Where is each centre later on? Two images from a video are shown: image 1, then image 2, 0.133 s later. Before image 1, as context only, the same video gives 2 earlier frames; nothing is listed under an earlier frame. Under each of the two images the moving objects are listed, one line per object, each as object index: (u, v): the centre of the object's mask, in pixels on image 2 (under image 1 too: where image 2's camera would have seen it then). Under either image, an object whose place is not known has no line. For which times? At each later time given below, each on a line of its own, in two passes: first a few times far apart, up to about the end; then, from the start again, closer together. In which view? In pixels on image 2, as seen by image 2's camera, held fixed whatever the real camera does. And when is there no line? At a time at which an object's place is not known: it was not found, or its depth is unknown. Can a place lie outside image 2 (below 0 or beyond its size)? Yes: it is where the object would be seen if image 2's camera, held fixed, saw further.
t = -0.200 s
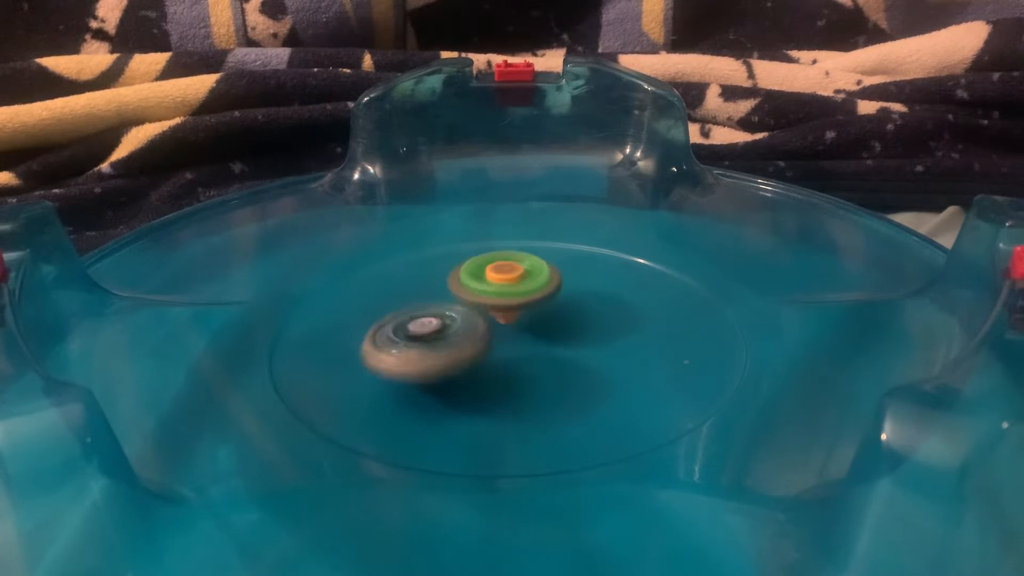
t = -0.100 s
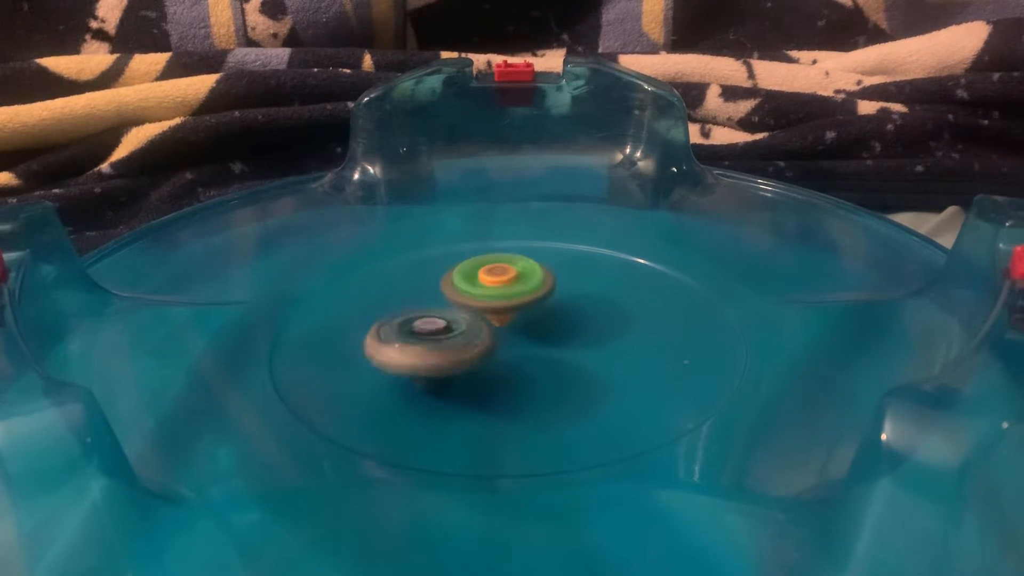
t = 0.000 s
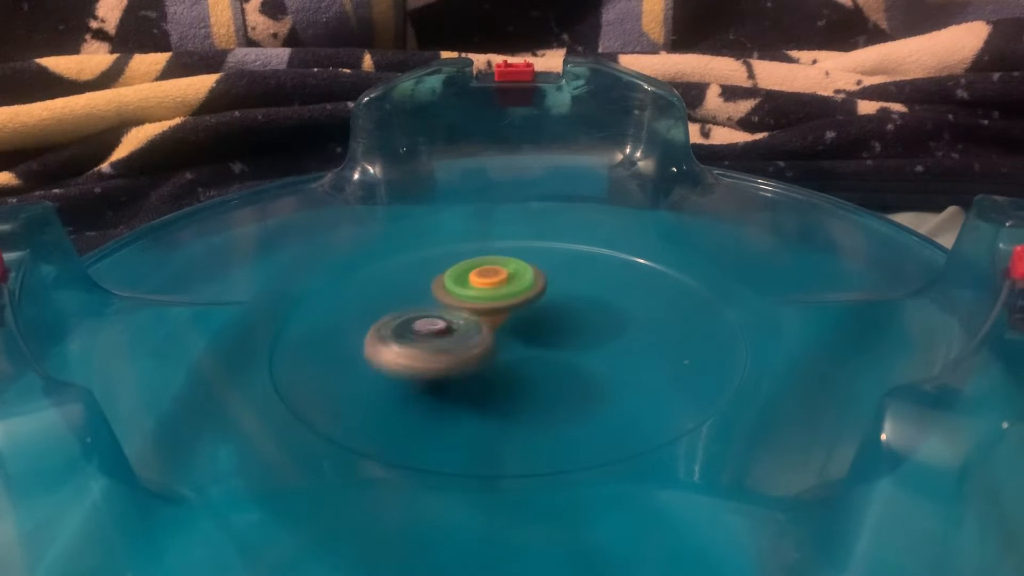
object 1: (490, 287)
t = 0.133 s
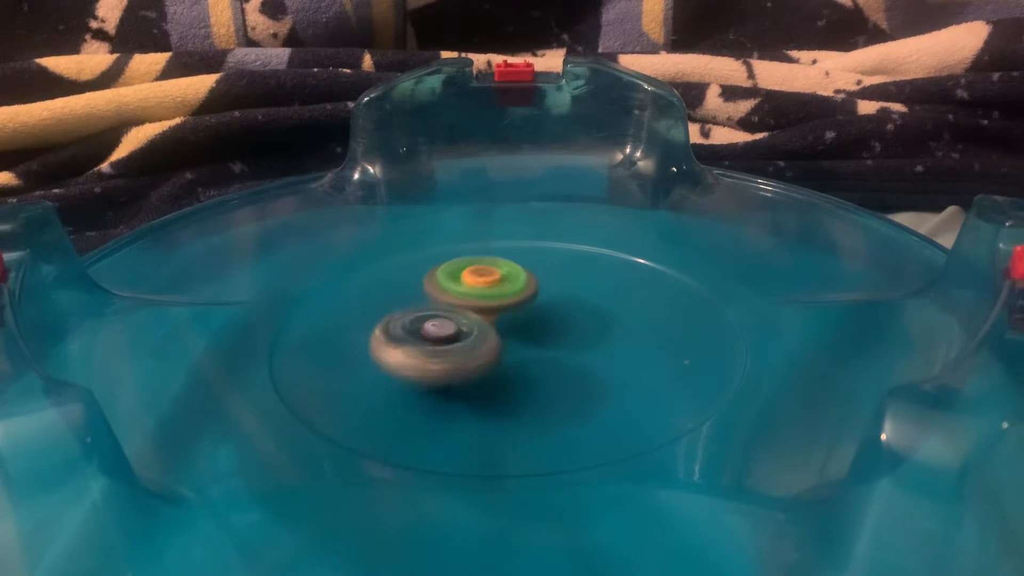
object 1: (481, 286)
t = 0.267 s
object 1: (474, 282)
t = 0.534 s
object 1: (461, 280)
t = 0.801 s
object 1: (452, 283)
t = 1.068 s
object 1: (454, 278)
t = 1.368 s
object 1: (454, 287)
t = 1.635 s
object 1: (449, 291)
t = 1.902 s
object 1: (445, 290)
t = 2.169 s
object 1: (440, 288)
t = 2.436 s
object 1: (432, 290)
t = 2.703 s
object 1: (420, 287)
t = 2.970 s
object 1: (415, 295)
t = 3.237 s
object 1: (398, 300)
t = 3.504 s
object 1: (390, 303)
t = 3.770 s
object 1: (385, 305)
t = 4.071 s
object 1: (388, 295)
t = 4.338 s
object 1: (401, 304)
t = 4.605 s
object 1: (404, 323)
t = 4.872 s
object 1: (394, 323)
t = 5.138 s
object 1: (408, 315)
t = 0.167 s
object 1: (481, 284)
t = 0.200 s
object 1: (478, 282)
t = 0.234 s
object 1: (477, 283)
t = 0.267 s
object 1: (474, 282)
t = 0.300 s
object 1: (472, 282)
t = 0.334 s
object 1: (470, 282)
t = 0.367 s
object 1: (468, 281)
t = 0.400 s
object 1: (466, 282)
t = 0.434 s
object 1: (463, 282)
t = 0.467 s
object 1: (461, 281)
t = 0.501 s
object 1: (461, 282)
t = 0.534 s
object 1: (461, 280)
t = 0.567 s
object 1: (458, 280)
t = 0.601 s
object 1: (457, 280)
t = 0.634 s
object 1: (456, 281)
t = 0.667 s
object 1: (454, 282)
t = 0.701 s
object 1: (453, 283)
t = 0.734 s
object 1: (454, 282)
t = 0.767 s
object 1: (453, 283)
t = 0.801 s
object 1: (452, 283)
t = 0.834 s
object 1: (453, 282)
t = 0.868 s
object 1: (452, 282)
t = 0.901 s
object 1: (451, 283)
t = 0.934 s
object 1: (454, 281)
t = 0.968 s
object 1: (454, 279)
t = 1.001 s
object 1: (454, 279)
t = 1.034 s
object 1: (454, 278)
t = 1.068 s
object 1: (454, 278)
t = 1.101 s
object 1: (454, 278)
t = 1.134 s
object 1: (455, 279)
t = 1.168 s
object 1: (455, 280)
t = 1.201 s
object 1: (455, 280)
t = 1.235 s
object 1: (454, 282)
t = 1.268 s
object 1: (454, 283)
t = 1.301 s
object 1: (455, 285)
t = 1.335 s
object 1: (455, 284)
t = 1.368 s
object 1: (454, 287)
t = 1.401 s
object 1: (453, 289)
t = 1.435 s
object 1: (453, 291)
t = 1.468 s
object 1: (452, 293)
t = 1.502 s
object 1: (452, 291)
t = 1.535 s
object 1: (451, 291)
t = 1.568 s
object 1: (450, 292)
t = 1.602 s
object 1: (448, 293)
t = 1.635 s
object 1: (449, 291)
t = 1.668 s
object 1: (449, 290)
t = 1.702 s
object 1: (446, 289)
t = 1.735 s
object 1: (445, 289)
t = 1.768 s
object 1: (444, 289)
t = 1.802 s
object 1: (444, 288)
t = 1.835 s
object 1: (443, 290)
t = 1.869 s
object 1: (443, 290)
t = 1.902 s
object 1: (445, 290)
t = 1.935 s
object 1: (444, 290)
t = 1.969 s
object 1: (443, 291)
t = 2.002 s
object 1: (444, 291)
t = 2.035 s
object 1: (443, 291)
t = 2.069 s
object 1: (443, 292)
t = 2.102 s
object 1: (443, 294)
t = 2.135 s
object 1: (442, 292)
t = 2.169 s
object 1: (440, 288)
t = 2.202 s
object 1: (439, 287)
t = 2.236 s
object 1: (437, 288)
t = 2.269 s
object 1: (436, 288)
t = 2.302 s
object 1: (437, 288)
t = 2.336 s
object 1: (435, 289)
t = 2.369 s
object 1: (433, 289)
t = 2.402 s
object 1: (434, 290)
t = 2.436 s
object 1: (432, 290)
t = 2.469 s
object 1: (431, 290)
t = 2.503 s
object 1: (430, 290)
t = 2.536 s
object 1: (427, 288)
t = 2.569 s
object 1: (426, 286)
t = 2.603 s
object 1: (425, 286)
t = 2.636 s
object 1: (422, 287)
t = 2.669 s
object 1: (420, 286)
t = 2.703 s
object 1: (420, 287)
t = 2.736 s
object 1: (419, 288)
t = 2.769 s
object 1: (418, 288)
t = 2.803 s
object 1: (418, 289)
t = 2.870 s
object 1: (417, 291)
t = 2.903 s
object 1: (416, 292)
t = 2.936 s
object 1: (416, 293)
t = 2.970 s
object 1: (415, 295)
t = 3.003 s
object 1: (413, 296)
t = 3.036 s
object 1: (413, 299)
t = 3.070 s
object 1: (412, 301)
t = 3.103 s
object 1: (407, 299)
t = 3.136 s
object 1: (405, 299)
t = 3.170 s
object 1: (402, 300)
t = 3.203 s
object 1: (398, 299)
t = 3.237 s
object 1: (398, 300)
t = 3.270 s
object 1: (396, 300)
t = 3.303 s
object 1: (393, 300)
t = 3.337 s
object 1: (393, 300)
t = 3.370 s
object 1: (393, 301)
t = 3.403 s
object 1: (391, 302)
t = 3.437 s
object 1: (390, 302)
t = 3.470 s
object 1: (391, 303)
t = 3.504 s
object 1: (390, 303)
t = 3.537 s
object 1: (387, 303)
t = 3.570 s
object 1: (387, 301)
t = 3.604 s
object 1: (387, 302)
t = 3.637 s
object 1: (386, 303)
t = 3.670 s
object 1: (384, 303)
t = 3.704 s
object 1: (386, 303)
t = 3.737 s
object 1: (385, 305)
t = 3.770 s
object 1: (385, 305)
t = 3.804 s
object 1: (386, 306)
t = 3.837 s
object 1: (387, 308)
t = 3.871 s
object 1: (387, 309)
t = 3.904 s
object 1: (387, 309)
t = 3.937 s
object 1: (386, 301)
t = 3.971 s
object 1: (388, 297)
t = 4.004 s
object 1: (389, 296)
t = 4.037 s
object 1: (388, 296)
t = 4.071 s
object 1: (388, 295)
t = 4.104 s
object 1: (390, 295)
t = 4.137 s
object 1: (390, 295)
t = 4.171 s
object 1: (391, 295)
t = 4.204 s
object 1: (394, 296)
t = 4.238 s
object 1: (396, 298)
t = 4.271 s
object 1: (397, 300)
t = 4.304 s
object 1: (399, 301)
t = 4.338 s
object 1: (401, 304)
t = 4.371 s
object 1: (402, 307)
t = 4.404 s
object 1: (404, 310)
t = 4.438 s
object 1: (404, 312)
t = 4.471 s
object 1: (405, 314)
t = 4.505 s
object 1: (405, 316)
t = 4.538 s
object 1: (404, 318)
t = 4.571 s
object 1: (405, 320)
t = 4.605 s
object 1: (404, 323)
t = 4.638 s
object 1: (401, 325)
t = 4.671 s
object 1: (398, 326)
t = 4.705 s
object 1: (395, 326)
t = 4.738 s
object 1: (392, 327)
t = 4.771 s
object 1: (390, 327)
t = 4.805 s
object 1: (390, 327)
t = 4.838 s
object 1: (392, 326)
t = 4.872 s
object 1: (394, 323)
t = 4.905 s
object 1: (394, 320)
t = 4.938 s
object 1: (395, 317)
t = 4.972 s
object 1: (395, 315)
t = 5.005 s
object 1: (397, 314)
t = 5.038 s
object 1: (400, 316)
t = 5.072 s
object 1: (402, 316)
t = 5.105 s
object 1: (405, 315)
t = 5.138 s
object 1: (408, 315)
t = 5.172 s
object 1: (410, 316)
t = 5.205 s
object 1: (413, 318)
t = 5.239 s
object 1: (416, 316)
